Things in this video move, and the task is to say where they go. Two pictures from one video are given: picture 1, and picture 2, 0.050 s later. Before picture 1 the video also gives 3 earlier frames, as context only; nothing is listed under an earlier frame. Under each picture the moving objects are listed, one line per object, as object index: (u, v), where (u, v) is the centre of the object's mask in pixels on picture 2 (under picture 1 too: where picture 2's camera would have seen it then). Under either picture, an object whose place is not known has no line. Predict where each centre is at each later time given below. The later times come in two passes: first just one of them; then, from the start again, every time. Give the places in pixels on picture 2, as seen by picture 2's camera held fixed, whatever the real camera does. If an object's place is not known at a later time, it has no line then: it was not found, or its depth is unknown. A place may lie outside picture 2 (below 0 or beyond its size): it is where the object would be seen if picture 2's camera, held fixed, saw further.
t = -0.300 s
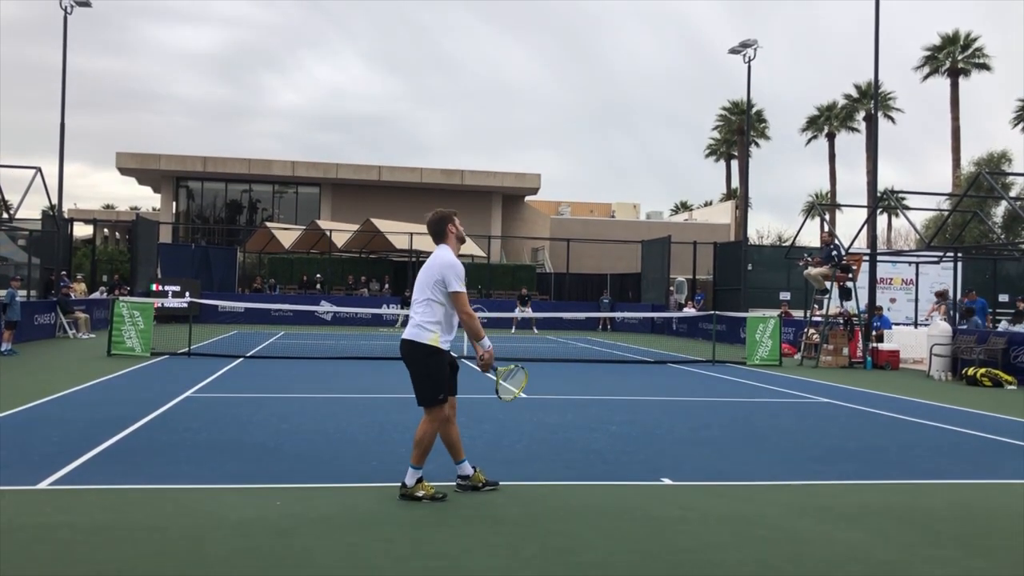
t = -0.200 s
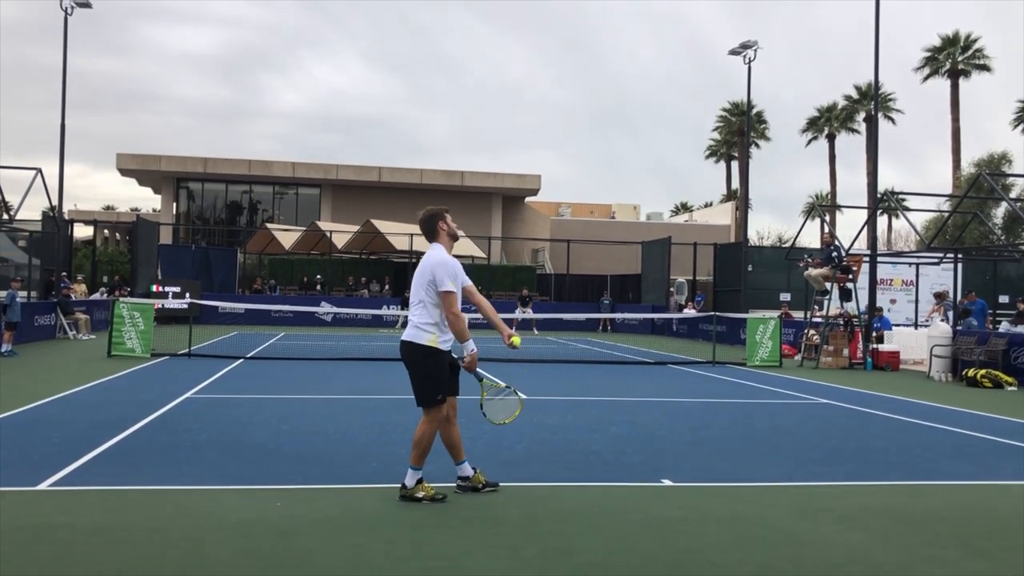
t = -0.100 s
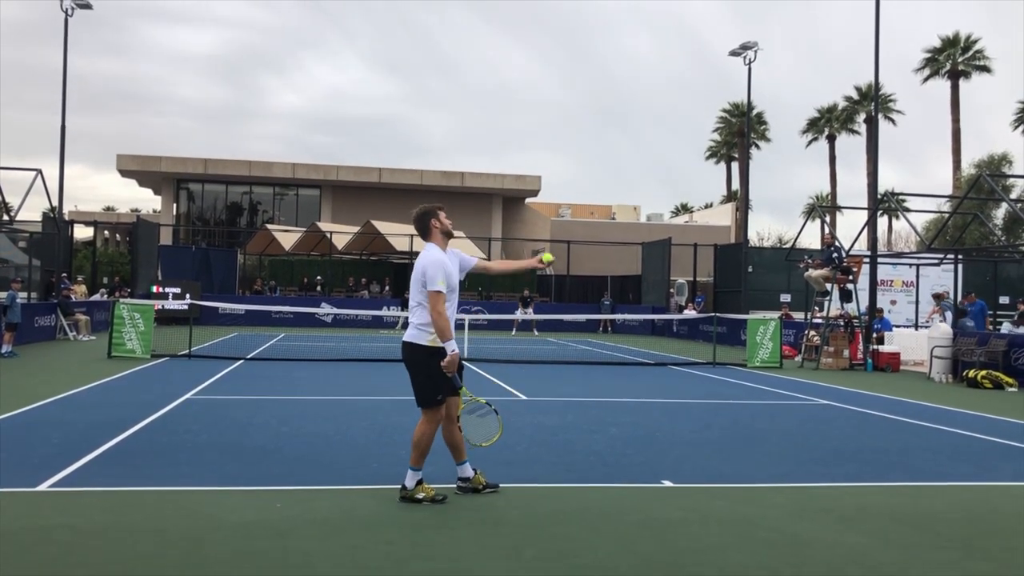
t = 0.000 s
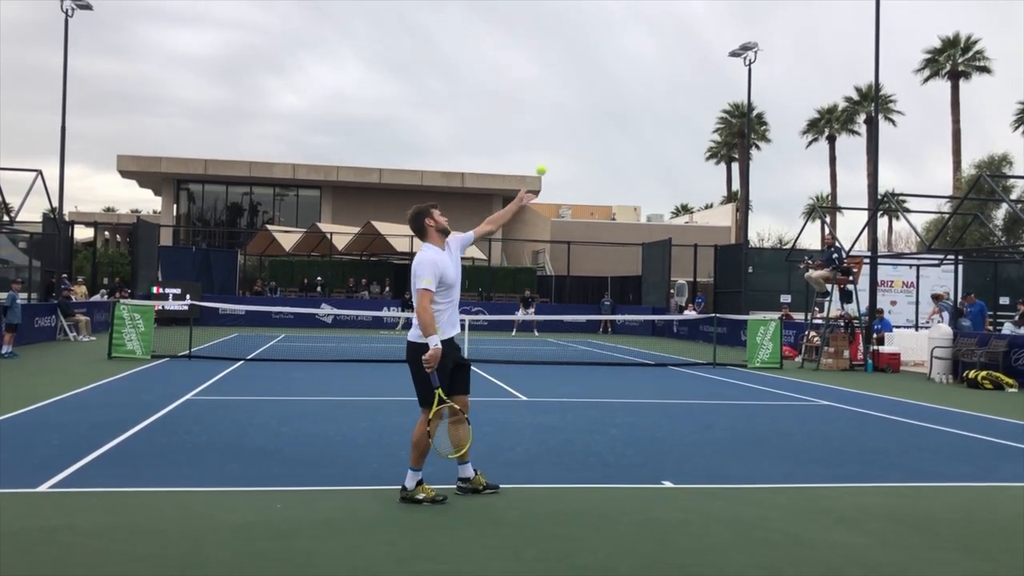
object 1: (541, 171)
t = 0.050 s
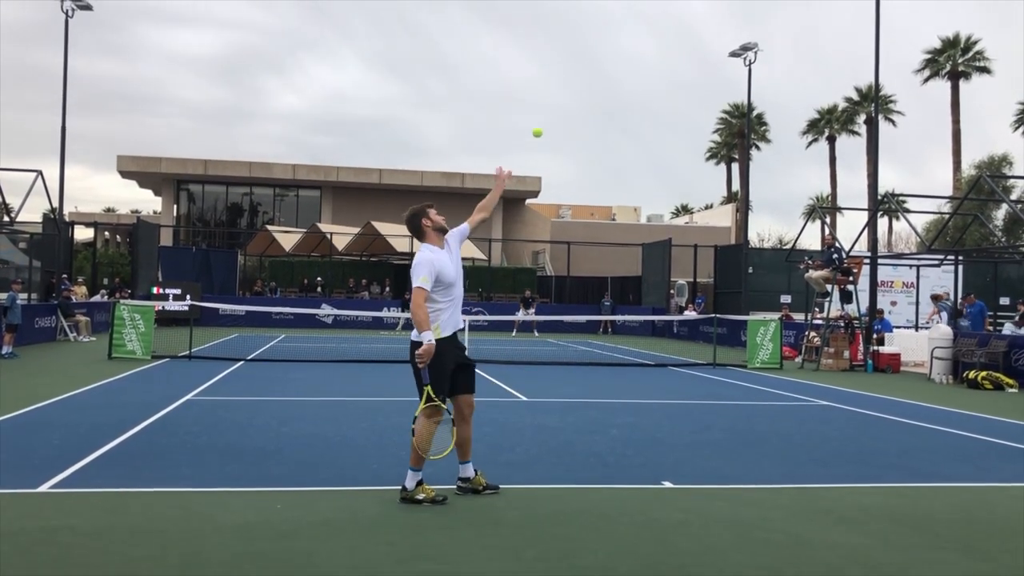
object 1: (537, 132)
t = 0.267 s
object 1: (520, 14)
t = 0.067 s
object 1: (536, 120)
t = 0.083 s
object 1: (535, 109)
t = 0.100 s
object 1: (533, 99)
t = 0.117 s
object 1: (532, 88)
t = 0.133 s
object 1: (531, 78)
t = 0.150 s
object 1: (529, 68)
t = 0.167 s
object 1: (528, 59)
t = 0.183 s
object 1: (527, 51)
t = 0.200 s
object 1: (526, 43)
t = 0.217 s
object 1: (524, 35)
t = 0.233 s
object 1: (523, 28)
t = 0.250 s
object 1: (521, 21)
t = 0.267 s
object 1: (520, 14)
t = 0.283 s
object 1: (519, 8)
